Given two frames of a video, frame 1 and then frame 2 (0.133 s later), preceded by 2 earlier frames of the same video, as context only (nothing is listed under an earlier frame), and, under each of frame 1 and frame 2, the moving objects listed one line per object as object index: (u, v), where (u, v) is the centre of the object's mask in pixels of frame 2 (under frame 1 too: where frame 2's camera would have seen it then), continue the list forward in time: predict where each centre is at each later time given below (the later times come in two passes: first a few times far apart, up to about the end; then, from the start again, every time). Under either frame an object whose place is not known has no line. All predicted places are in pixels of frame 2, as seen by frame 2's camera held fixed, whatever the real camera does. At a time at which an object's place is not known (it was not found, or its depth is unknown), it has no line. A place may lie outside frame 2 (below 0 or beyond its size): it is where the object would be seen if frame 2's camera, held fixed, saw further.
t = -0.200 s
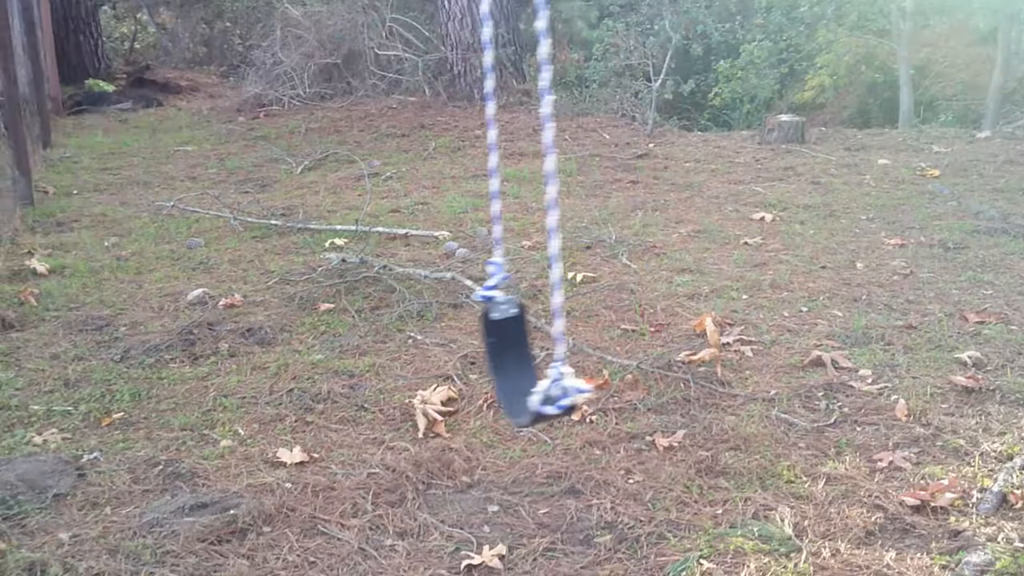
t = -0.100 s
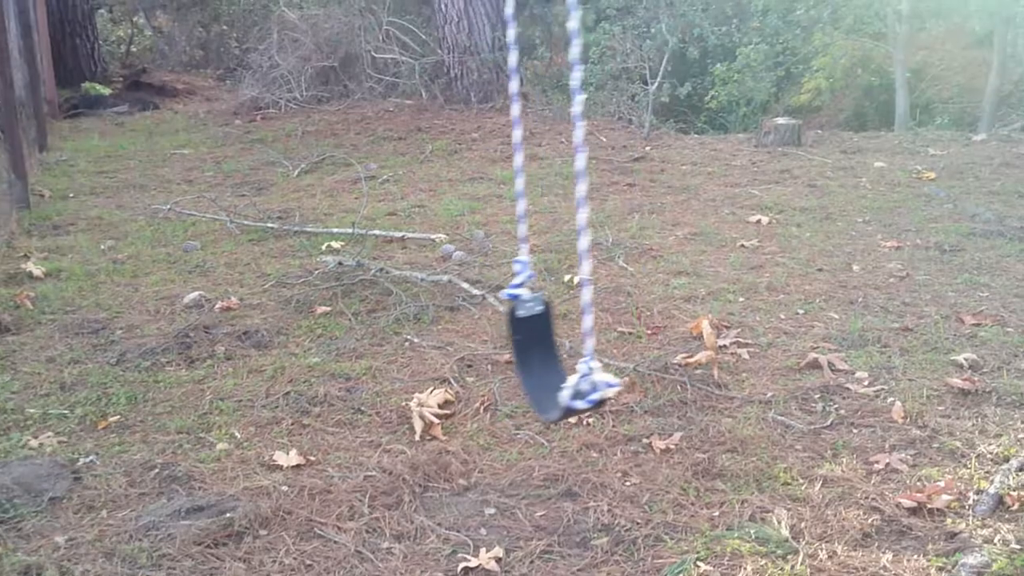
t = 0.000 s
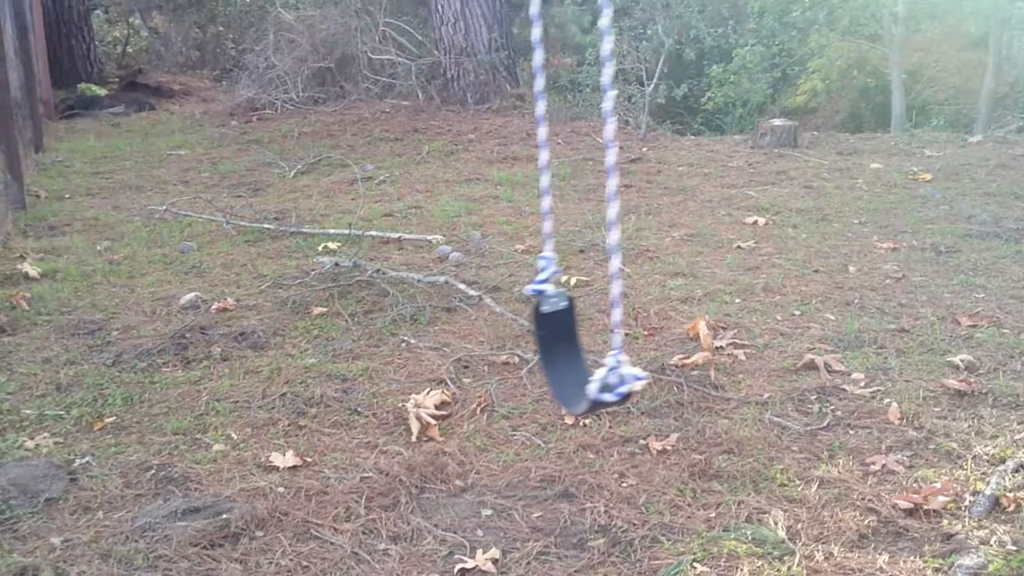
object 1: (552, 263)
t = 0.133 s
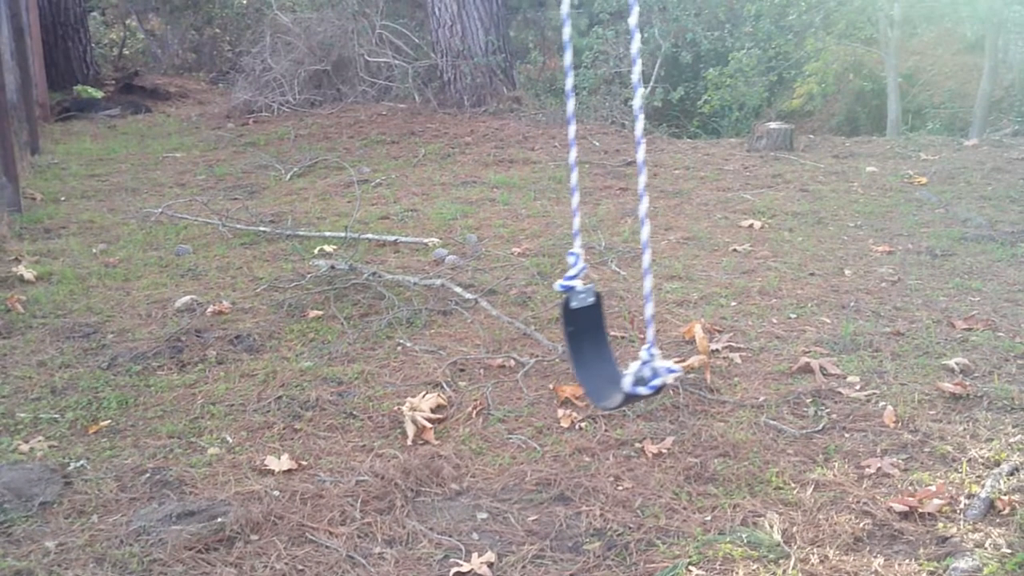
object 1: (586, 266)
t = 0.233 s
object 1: (607, 262)
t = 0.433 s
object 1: (641, 254)
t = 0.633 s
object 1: (670, 260)
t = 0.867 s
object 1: (678, 258)
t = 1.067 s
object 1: (665, 259)
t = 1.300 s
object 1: (632, 260)
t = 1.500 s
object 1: (591, 255)
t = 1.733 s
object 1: (530, 257)
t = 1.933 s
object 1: (465, 264)
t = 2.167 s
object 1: (392, 283)
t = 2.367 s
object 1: (329, 287)
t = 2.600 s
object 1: (267, 288)
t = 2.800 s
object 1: (228, 307)
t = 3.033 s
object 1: (203, 319)
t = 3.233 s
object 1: (216, 333)
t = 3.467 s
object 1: (239, 308)
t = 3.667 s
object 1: (285, 305)
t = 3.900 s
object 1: (353, 294)
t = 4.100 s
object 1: (415, 285)
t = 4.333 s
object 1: (487, 268)
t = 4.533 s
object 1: (545, 262)
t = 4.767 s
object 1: (603, 252)
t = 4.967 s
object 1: (638, 246)
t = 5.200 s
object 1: (664, 241)
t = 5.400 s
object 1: (666, 236)
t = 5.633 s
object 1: (652, 236)
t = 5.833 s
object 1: (623, 236)
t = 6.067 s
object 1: (575, 251)
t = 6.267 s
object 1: (520, 262)
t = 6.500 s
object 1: (453, 259)
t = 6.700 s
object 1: (387, 286)
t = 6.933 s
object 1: (317, 308)
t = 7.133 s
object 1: (266, 310)
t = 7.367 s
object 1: (235, 337)
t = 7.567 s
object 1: (225, 337)
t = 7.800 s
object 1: (229, 316)
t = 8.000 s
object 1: (260, 311)
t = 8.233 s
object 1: (320, 304)
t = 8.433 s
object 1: (374, 276)
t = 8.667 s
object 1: (446, 258)
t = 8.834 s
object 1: (492, 244)
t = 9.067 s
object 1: (550, 242)
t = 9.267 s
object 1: (591, 238)
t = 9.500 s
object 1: (626, 228)
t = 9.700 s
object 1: (643, 235)
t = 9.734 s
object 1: (646, 238)
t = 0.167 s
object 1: (593, 267)
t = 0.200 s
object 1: (599, 264)
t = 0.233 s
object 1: (607, 262)
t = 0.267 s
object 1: (619, 279)
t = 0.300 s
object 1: (619, 259)
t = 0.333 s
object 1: (624, 256)
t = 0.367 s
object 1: (639, 275)
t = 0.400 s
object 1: (635, 254)
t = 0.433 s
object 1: (641, 254)
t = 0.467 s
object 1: (647, 258)
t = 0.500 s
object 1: (653, 259)
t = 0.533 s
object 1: (656, 257)
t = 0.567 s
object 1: (664, 267)
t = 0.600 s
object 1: (666, 259)
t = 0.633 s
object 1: (670, 260)
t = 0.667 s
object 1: (671, 258)
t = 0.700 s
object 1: (674, 259)
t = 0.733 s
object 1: (674, 258)
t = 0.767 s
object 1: (677, 260)
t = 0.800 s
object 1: (677, 259)
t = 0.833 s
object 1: (678, 259)
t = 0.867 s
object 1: (678, 258)
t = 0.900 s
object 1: (677, 259)
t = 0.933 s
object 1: (676, 259)
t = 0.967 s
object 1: (673, 257)
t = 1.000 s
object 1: (672, 260)
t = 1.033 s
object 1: (668, 259)
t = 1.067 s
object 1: (665, 259)
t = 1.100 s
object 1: (661, 259)
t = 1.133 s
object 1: (657, 259)
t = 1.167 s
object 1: (652, 259)
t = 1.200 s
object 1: (649, 263)
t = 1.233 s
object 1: (645, 263)
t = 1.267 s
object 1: (637, 262)
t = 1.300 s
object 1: (632, 260)
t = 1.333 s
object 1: (624, 257)
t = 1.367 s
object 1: (619, 258)
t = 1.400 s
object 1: (614, 259)
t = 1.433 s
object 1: (606, 252)
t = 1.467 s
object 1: (598, 258)
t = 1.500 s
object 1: (591, 255)
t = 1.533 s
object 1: (582, 249)
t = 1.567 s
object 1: (575, 260)
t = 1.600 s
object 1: (566, 247)
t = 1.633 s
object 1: (557, 256)
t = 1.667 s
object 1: (549, 257)
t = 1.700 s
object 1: (542, 250)
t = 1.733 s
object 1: (530, 257)
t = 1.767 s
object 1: (522, 254)
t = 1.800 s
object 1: (512, 244)
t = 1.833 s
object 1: (499, 250)
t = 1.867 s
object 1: (489, 254)
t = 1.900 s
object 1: (478, 255)
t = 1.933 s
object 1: (465, 264)
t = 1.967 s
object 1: (456, 266)
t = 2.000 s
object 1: (443, 273)
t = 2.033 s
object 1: (434, 278)
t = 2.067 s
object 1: (423, 282)
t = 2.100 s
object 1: (412, 285)
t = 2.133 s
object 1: (402, 286)
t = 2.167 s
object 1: (392, 283)
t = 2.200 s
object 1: (380, 286)
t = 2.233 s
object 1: (371, 285)
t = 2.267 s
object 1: (361, 284)
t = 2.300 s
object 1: (349, 284)
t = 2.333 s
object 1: (338, 291)
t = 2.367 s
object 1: (329, 287)
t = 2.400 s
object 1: (319, 286)
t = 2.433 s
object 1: (309, 287)
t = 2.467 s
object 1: (300, 285)
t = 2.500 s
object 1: (291, 282)
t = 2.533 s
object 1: (283, 284)
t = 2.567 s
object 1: (274, 284)
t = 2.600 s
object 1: (267, 288)
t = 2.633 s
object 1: (259, 289)
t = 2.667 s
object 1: (254, 287)
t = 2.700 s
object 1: (245, 298)
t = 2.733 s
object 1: (238, 301)
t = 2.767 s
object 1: (232, 303)
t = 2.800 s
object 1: (228, 307)
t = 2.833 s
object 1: (222, 315)
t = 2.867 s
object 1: (217, 314)
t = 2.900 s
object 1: (211, 318)
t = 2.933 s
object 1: (210, 318)
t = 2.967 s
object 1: (207, 317)
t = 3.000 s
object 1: (211, 333)
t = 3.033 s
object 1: (203, 319)
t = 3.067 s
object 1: (210, 334)
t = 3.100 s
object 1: (211, 334)
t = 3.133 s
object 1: (212, 334)
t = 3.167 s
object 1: (211, 333)
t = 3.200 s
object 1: (215, 333)
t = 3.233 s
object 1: (216, 333)
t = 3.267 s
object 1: (219, 332)
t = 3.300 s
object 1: (222, 332)
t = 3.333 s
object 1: (217, 314)
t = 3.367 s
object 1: (222, 313)
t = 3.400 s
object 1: (227, 313)
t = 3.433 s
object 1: (232, 309)
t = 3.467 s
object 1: (239, 308)
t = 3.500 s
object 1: (247, 311)
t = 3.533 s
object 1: (253, 308)
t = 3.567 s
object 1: (261, 307)
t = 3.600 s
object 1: (267, 307)
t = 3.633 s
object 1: (277, 307)
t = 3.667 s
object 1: (285, 305)
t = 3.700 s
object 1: (293, 302)
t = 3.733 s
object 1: (303, 300)
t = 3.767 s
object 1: (311, 295)
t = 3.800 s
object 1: (322, 297)
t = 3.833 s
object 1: (332, 293)
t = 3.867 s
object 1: (341, 292)
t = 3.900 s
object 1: (353, 294)
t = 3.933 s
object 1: (361, 285)
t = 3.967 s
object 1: (372, 287)
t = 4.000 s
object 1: (382, 288)
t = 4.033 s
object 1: (391, 280)
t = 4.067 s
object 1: (404, 286)
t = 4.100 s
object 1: (415, 285)
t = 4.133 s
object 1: (424, 272)
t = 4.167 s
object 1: (434, 274)
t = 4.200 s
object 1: (444, 270)
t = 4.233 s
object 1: (455, 273)
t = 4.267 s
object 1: (467, 272)
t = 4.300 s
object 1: (477, 271)
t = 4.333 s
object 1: (487, 268)
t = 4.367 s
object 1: (499, 269)
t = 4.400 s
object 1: (508, 269)
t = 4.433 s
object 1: (516, 265)
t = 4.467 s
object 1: (527, 267)
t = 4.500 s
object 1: (535, 264)
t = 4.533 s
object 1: (545, 262)
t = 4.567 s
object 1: (555, 261)
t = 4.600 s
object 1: (563, 260)
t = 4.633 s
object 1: (572, 257)
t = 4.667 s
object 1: (579, 256)
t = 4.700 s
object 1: (588, 253)
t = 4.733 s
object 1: (596, 253)
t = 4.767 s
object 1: (603, 252)
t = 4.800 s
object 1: (611, 255)
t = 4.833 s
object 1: (616, 250)
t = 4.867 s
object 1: (622, 253)
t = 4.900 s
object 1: (627, 247)
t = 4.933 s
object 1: (633, 247)
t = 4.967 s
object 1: (638, 246)
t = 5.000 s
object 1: (643, 245)
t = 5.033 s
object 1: (646, 243)
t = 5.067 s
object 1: (650, 238)
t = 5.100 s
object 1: (655, 241)
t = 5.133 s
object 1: (659, 241)
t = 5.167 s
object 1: (660, 238)
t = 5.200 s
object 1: (664, 241)
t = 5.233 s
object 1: (664, 237)
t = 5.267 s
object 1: (666, 238)
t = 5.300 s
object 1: (666, 238)
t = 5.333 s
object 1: (666, 238)
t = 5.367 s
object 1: (666, 237)
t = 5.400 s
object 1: (666, 236)
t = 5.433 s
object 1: (665, 237)
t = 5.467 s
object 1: (664, 237)
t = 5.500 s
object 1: (662, 237)
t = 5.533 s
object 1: (660, 232)
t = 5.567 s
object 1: (658, 232)
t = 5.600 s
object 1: (655, 234)
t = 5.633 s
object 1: (652, 236)
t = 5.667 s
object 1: (648, 229)
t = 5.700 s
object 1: (643, 227)
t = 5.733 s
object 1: (638, 228)
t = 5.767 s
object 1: (634, 235)
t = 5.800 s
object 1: (629, 227)
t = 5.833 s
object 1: (623, 236)
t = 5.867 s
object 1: (618, 243)
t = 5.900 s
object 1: (612, 240)
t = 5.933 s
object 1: (604, 245)
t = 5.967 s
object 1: (599, 245)
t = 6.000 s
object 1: (591, 246)
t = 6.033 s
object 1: (585, 248)
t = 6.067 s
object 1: (575, 251)
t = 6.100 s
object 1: (568, 251)
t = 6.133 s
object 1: (558, 253)
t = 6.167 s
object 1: (550, 257)
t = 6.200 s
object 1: (541, 255)
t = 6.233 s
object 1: (529, 256)
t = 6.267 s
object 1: (520, 262)
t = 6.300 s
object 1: (512, 260)
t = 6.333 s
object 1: (500, 261)
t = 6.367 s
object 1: (491, 266)
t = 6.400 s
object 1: (481, 265)
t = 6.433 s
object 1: (470, 264)
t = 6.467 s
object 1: (462, 266)
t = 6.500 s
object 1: (453, 259)
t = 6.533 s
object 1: (440, 267)
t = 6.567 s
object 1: (429, 273)
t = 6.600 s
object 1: (419, 271)
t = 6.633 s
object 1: (406, 282)
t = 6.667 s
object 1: (396, 287)
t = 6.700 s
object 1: (387, 286)
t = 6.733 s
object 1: (375, 288)
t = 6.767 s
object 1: (367, 292)
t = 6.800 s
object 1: (357, 292)
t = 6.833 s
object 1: (344, 296)
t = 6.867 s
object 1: (336, 300)
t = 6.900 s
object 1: (325, 299)
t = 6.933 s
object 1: (317, 308)
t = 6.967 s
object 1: (308, 310)
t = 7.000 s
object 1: (301, 309)
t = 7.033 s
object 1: (291, 309)
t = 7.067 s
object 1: (282, 310)
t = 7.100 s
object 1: (274, 310)
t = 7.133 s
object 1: (266, 310)
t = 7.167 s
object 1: (261, 310)
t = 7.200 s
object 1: (252, 313)
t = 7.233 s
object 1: (247, 313)
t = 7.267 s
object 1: (242, 314)
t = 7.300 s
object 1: (237, 315)
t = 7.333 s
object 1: (233, 314)
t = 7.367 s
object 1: (235, 337)
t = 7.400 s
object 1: (232, 338)
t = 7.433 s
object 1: (230, 338)
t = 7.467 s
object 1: (229, 337)
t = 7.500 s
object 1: (226, 338)
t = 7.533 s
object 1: (225, 338)
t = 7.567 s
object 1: (225, 337)
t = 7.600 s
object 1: (224, 337)
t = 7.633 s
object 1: (227, 337)
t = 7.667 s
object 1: (228, 338)
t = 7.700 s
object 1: (229, 337)
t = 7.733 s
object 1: (231, 334)
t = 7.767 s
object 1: (225, 313)
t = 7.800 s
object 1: (229, 316)
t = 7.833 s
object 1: (242, 335)
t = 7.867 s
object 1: (238, 315)
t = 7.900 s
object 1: (243, 315)
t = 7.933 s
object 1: (249, 315)
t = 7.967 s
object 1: (255, 312)
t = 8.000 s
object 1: (260, 311)
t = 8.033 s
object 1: (269, 309)
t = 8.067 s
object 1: (277, 307)
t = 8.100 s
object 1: (284, 307)
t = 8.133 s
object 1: (293, 306)
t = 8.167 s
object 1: (300, 305)
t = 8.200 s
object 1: (308, 299)
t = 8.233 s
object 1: (320, 304)
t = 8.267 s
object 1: (328, 295)
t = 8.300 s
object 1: (335, 288)
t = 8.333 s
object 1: (346, 286)
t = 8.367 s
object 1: (355, 283)
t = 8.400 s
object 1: (365, 283)
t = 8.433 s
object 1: (374, 276)
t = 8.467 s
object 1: (385, 276)
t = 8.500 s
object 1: (395, 272)
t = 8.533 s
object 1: (406, 264)
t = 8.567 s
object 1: (416, 266)
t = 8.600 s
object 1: (426, 266)
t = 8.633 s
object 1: (435, 262)
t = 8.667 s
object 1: (446, 258)
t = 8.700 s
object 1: (455, 256)
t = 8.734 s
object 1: (465, 246)
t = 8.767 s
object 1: (474, 247)
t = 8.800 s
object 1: (483, 246)
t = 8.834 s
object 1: (492, 244)
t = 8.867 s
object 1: (500, 244)
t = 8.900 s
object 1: (510, 245)
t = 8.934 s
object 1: (518, 247)
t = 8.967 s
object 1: (527, 246)
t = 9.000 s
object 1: (535, 246)
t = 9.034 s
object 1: (542, 243)
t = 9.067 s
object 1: (550, 242)
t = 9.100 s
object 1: (558, 241)
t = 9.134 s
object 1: (565, 239)
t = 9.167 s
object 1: (572, 240)
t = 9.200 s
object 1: (579, 238)
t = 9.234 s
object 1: (585, 236)
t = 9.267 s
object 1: (591, 238)
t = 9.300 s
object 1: (597, 234)
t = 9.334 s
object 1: (603, 232)
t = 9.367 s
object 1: (608, 231)
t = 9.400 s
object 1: (613, 228)
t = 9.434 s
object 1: (618, 225)
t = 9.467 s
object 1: (622, 224)
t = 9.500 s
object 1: (626, 228)
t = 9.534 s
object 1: (631, 227)
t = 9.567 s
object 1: (634, 233)
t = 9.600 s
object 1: (637, 233)
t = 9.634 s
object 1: (640, 236)
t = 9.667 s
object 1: (641, 236)
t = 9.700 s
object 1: (643, 235)
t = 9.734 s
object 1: (646, 238)
